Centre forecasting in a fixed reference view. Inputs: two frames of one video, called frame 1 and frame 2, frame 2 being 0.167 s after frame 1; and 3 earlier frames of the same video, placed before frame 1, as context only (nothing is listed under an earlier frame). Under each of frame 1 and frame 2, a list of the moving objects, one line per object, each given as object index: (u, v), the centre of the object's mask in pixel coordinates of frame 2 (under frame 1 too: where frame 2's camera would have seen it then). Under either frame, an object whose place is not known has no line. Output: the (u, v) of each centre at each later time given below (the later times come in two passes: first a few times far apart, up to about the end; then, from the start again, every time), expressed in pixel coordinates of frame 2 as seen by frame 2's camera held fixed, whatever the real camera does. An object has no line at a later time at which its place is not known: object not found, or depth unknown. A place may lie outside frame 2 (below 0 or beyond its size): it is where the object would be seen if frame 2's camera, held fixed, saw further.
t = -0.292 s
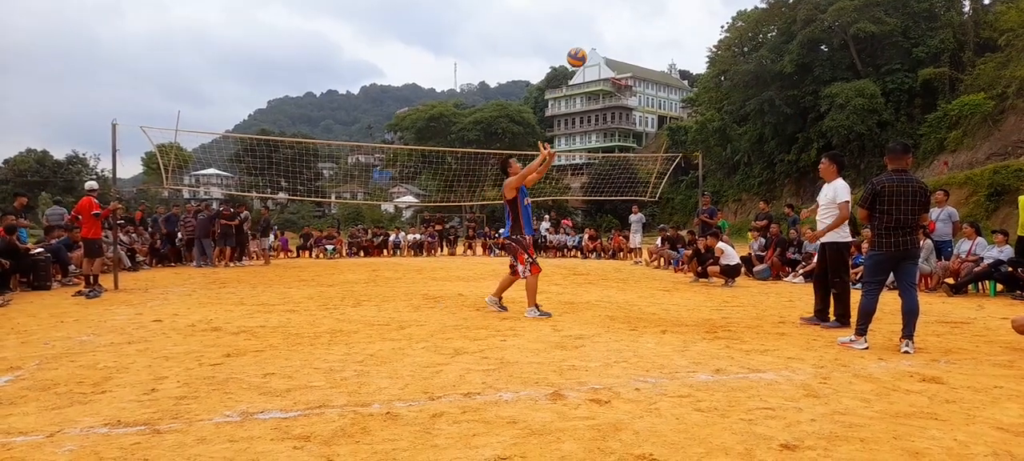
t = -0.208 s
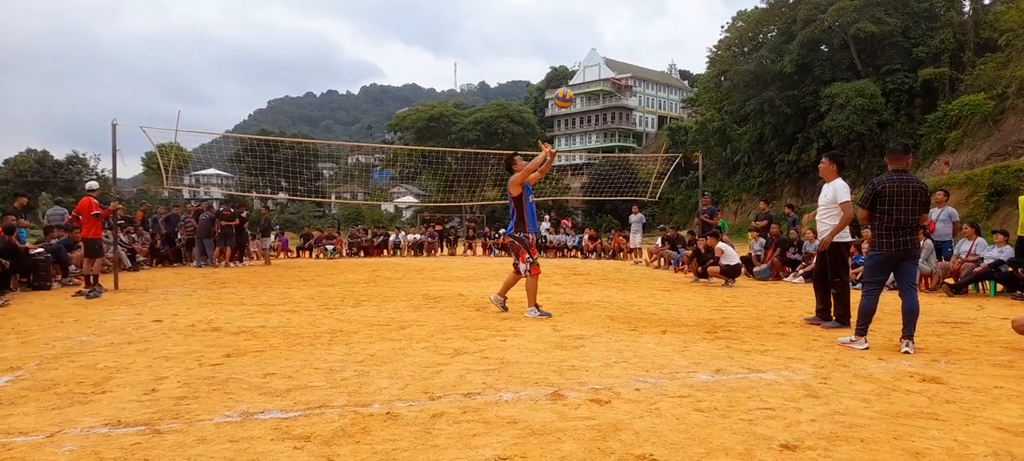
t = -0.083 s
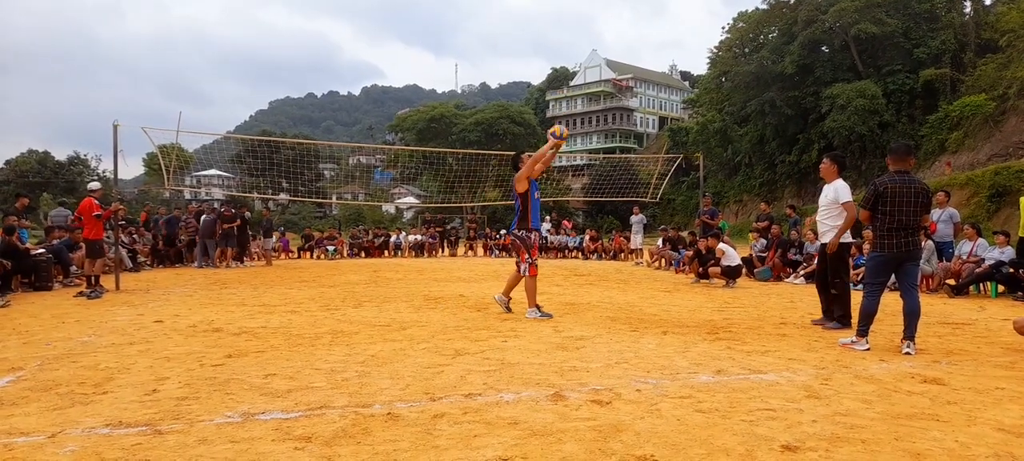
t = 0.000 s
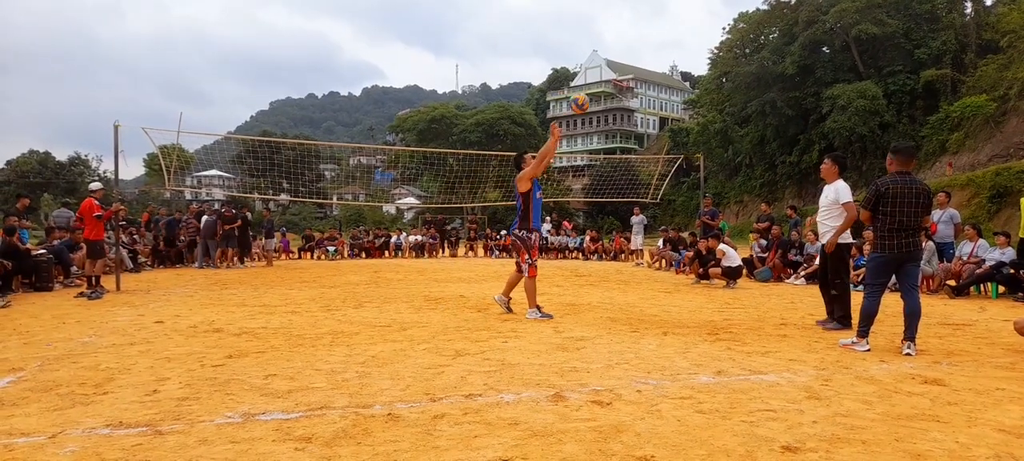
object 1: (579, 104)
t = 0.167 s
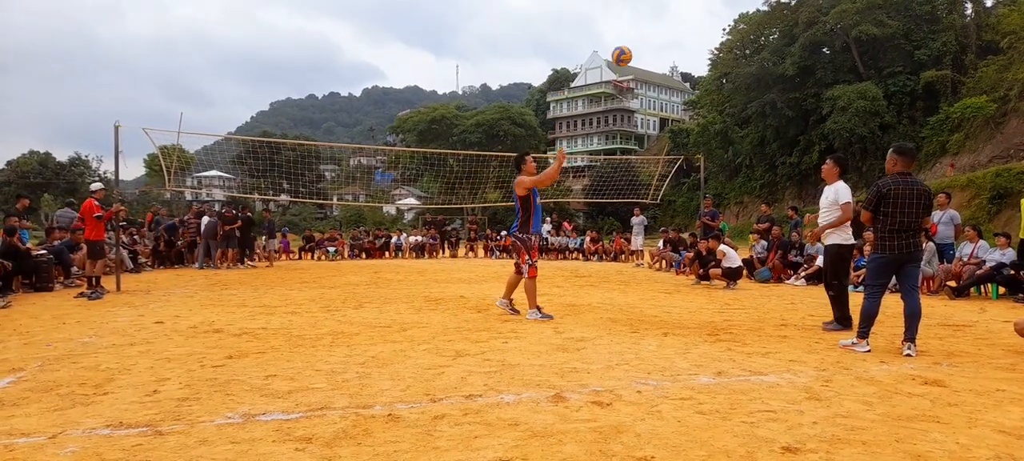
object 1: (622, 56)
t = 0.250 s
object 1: (643, 41)
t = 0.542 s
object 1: (719, 44)
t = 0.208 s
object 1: (632, 48)
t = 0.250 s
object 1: (643, 41)
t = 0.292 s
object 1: (654, 36)
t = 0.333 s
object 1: (664, 33)
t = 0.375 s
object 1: (675, 32)
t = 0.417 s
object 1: (686, 32)
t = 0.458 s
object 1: (697, 34)
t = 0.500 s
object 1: (708, 38)
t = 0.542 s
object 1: (719, 44)
